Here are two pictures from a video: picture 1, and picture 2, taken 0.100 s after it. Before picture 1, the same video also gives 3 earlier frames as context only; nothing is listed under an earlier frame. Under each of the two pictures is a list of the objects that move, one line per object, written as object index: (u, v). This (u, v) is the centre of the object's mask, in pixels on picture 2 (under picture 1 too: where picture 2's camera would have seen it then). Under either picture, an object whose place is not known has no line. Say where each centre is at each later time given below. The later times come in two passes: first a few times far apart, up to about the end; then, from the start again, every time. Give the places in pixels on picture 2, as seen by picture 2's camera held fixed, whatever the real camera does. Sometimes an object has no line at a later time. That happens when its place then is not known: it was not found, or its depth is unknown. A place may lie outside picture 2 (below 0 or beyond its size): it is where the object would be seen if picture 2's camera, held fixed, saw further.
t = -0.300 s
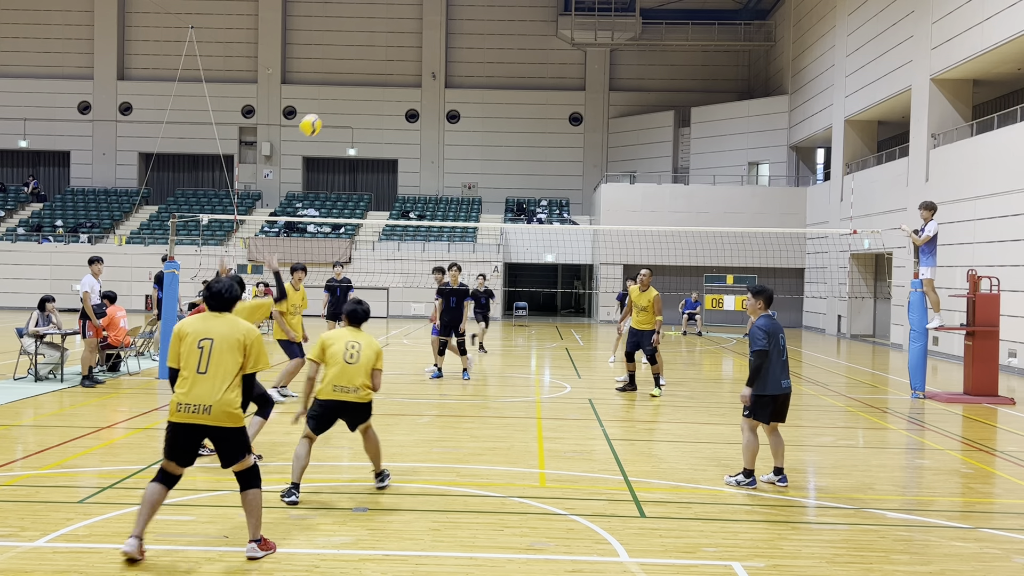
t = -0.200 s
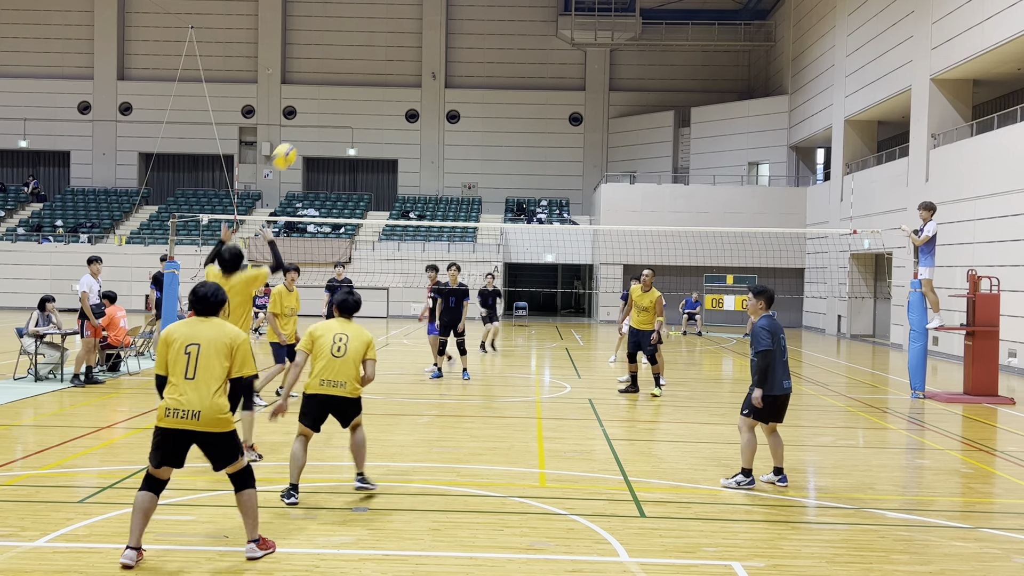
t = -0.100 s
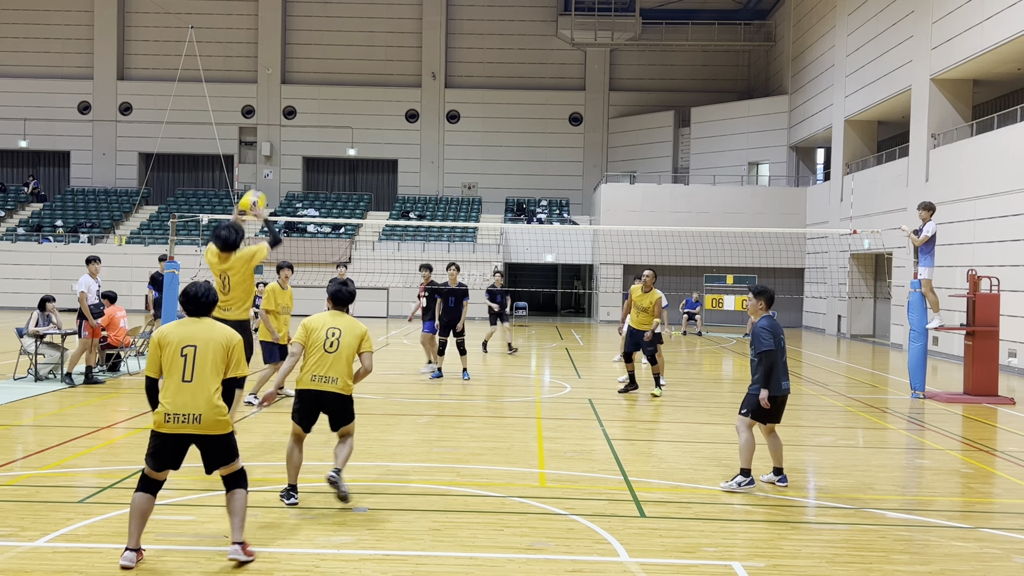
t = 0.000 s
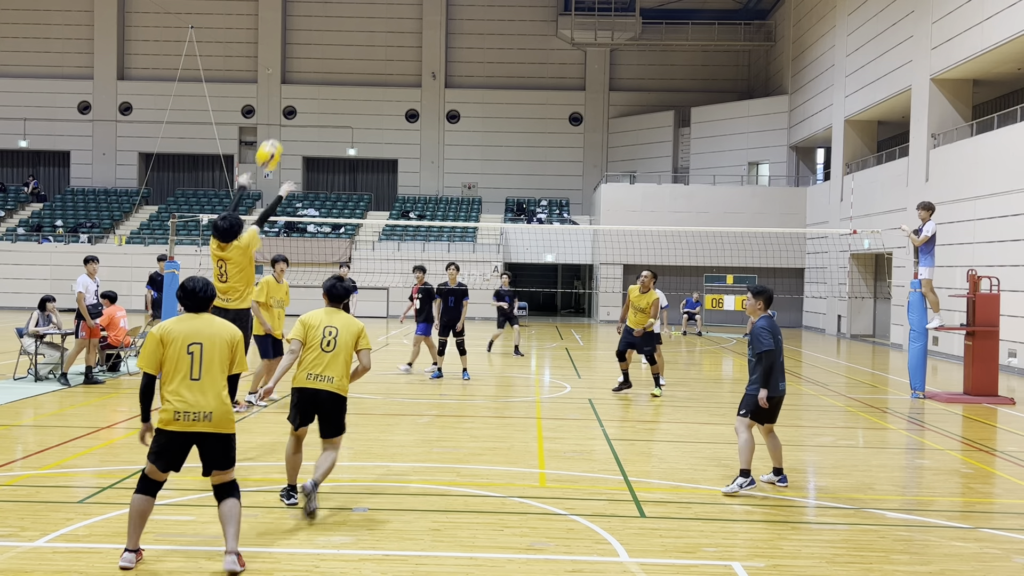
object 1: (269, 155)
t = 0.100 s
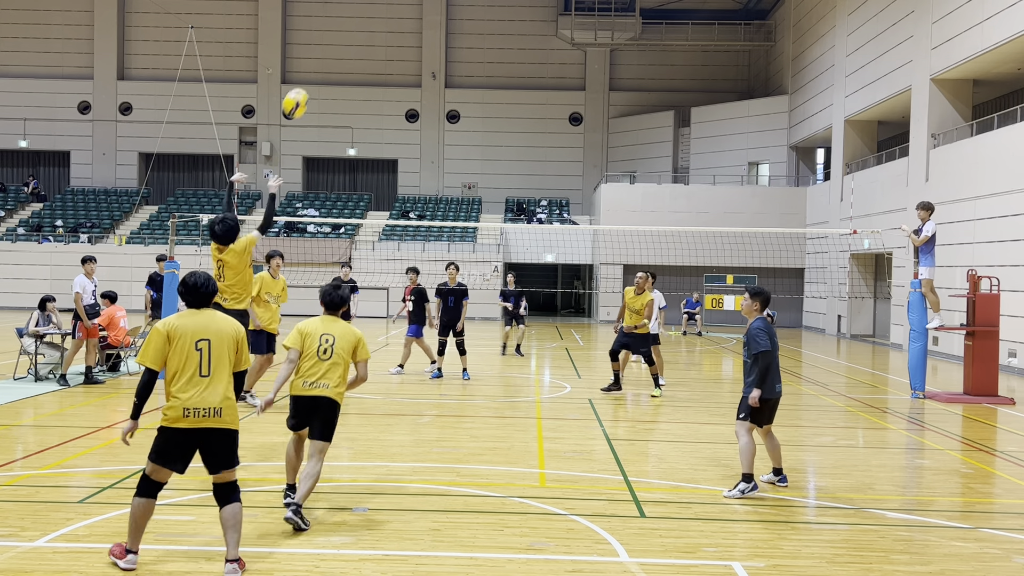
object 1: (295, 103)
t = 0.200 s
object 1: (320, 65)
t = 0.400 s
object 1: (364, 27)
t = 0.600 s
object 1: (402, 30)
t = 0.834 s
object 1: (438, 77)
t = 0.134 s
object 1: (304, 89)
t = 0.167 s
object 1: (313, 76)
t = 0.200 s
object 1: (320, 65)
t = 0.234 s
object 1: (328, 56)
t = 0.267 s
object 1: (336, 47)
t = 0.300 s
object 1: (343, 41)
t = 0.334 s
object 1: (350, 35)
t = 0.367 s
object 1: (357, 31)
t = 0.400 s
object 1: (364, 27)
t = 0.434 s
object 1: (371, 25)
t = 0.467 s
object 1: (377, 24)
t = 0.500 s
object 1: (384, 24)
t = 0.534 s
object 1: (390, 25)
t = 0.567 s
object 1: (396, 26)
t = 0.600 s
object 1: (402, 30)
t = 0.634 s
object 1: (407, 34)
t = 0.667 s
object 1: (413, 39)
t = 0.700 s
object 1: (418, 45)
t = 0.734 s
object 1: (423, 52)
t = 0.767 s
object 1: (429, 60)
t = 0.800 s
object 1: (434, 68)
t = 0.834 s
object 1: (438, 77)
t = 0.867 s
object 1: (444, 88)
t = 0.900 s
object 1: (448, 99)
